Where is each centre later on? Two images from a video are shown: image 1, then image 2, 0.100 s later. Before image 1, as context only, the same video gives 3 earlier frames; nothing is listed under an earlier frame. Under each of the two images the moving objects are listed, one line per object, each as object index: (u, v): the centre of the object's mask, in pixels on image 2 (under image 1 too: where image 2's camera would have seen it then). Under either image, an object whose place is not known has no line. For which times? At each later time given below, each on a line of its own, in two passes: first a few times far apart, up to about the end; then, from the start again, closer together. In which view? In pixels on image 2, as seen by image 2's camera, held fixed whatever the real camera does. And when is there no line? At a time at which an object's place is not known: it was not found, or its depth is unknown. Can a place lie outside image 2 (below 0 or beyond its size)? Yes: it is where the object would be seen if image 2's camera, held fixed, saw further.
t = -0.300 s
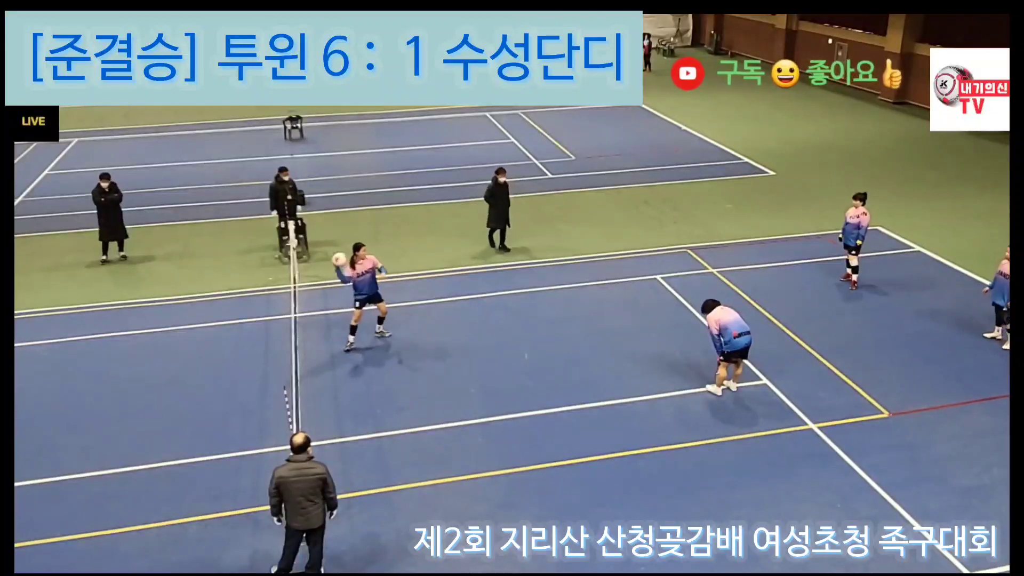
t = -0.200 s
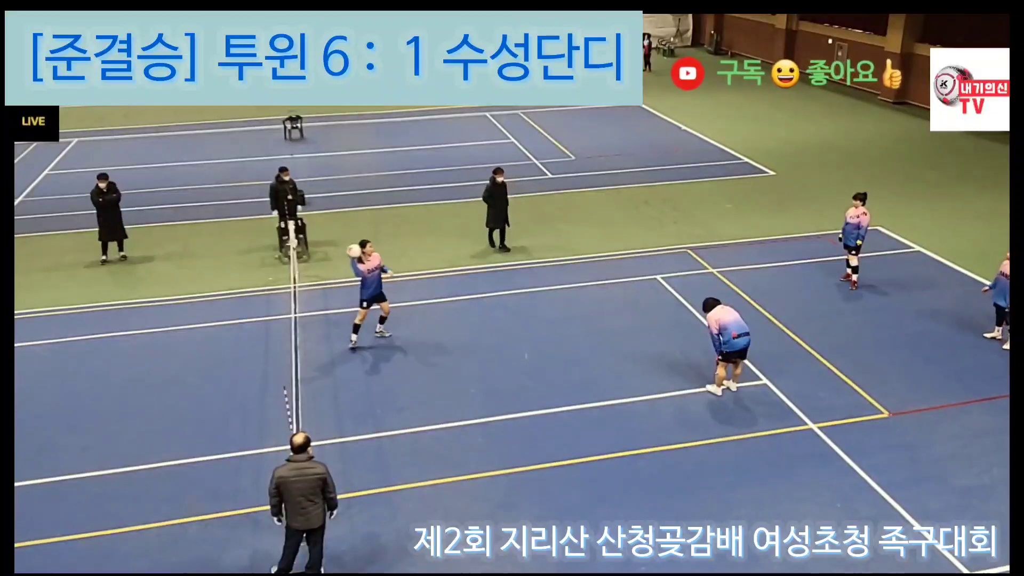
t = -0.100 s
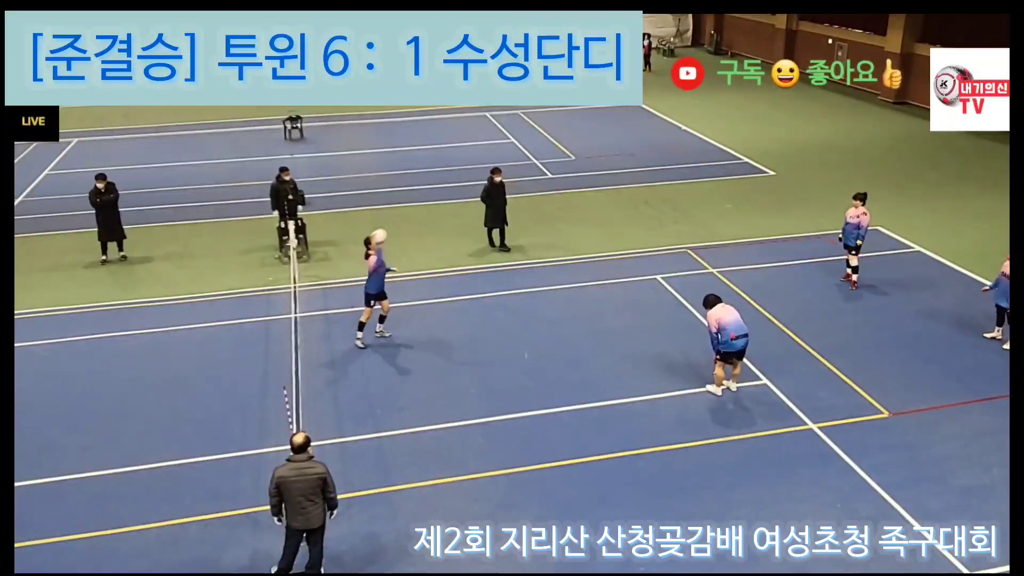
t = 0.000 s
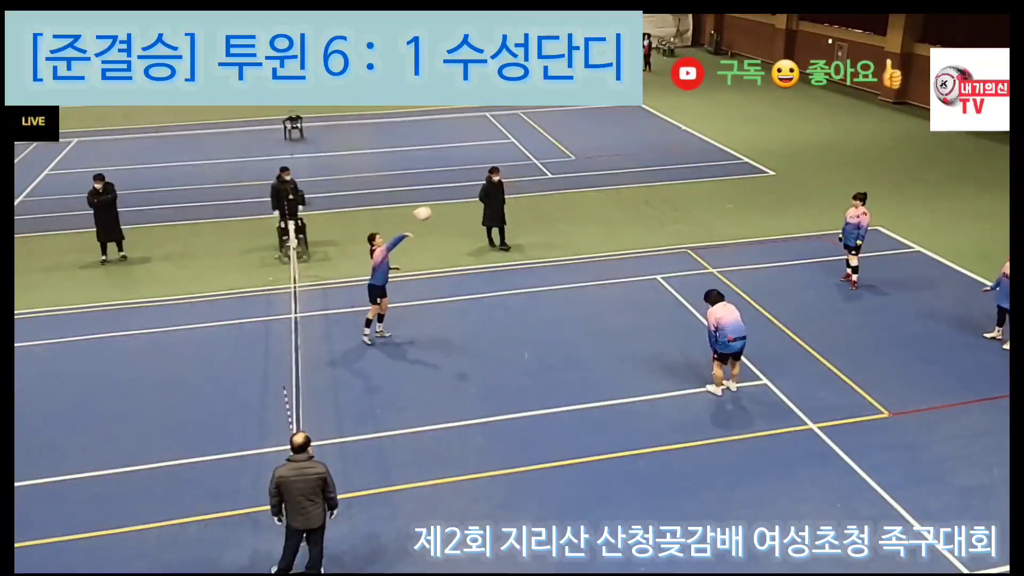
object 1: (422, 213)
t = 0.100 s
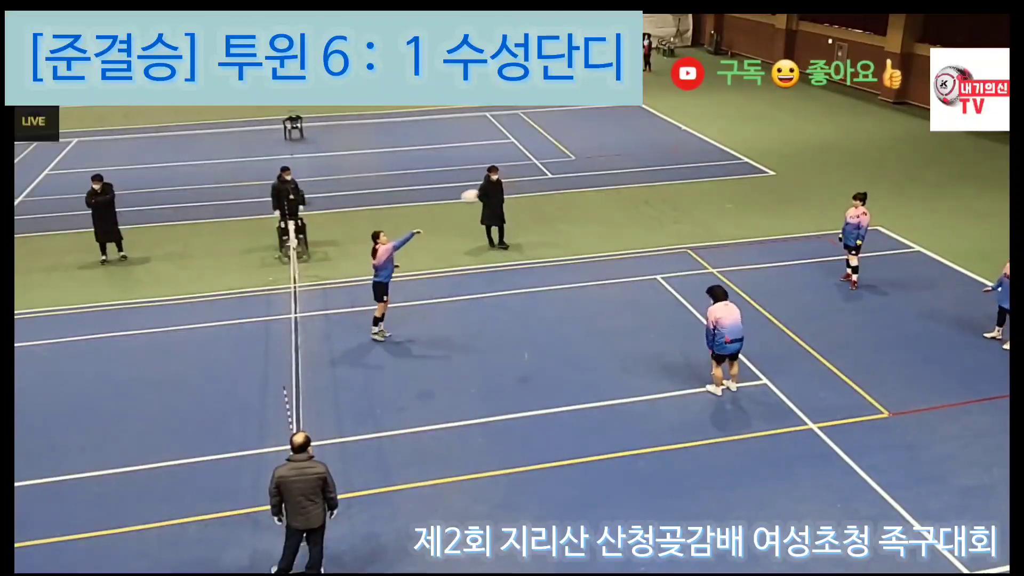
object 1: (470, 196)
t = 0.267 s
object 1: (548, 181)
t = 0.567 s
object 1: (681, 200)
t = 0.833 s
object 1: (786, 258)
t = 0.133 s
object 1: (486, 192)
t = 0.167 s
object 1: (501, 188)
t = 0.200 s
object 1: (517, 185)
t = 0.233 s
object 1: (532, 183)
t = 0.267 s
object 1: (548, 181)
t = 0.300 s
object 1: (563, 180)
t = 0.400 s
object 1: (608, 182)
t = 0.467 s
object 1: (638, 187)
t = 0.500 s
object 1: (653, 191)
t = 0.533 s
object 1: (667, 195)
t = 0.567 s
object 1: (681, 200)
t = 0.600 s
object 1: (695, 205)
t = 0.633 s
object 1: (709, 211)
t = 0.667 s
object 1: (722, 218)
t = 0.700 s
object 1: (735, 225)
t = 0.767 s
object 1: (761, 241)
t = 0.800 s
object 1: (774, 249)
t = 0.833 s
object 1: (786, 258)
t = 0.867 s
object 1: (799, 269)
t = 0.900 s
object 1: (810, 279)
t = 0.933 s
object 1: (821, 290)
